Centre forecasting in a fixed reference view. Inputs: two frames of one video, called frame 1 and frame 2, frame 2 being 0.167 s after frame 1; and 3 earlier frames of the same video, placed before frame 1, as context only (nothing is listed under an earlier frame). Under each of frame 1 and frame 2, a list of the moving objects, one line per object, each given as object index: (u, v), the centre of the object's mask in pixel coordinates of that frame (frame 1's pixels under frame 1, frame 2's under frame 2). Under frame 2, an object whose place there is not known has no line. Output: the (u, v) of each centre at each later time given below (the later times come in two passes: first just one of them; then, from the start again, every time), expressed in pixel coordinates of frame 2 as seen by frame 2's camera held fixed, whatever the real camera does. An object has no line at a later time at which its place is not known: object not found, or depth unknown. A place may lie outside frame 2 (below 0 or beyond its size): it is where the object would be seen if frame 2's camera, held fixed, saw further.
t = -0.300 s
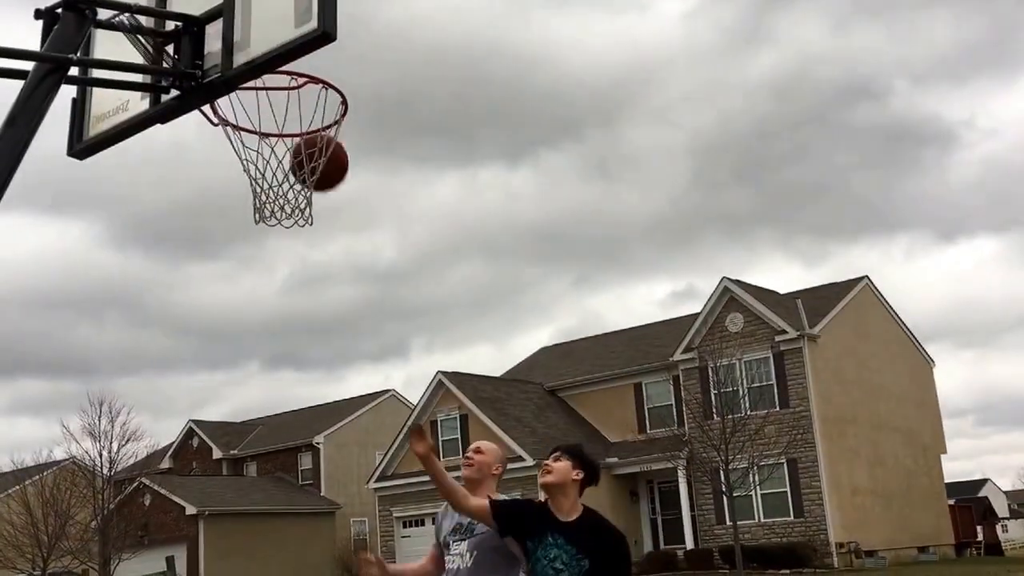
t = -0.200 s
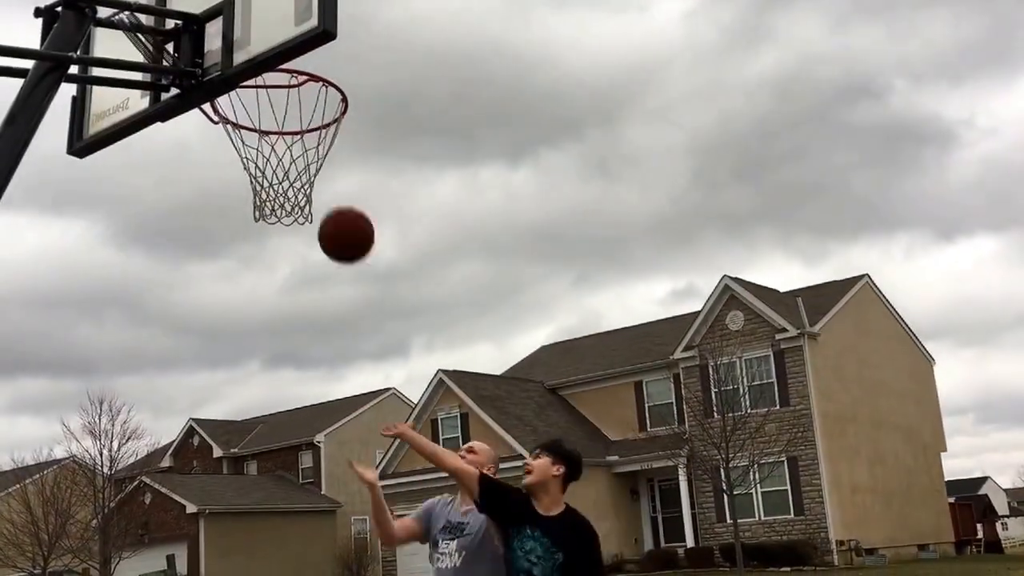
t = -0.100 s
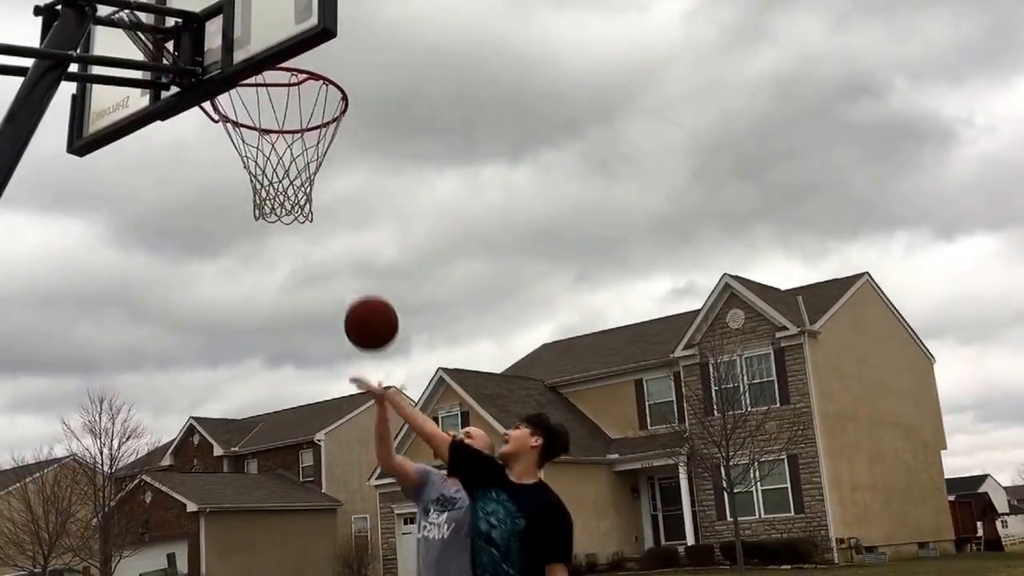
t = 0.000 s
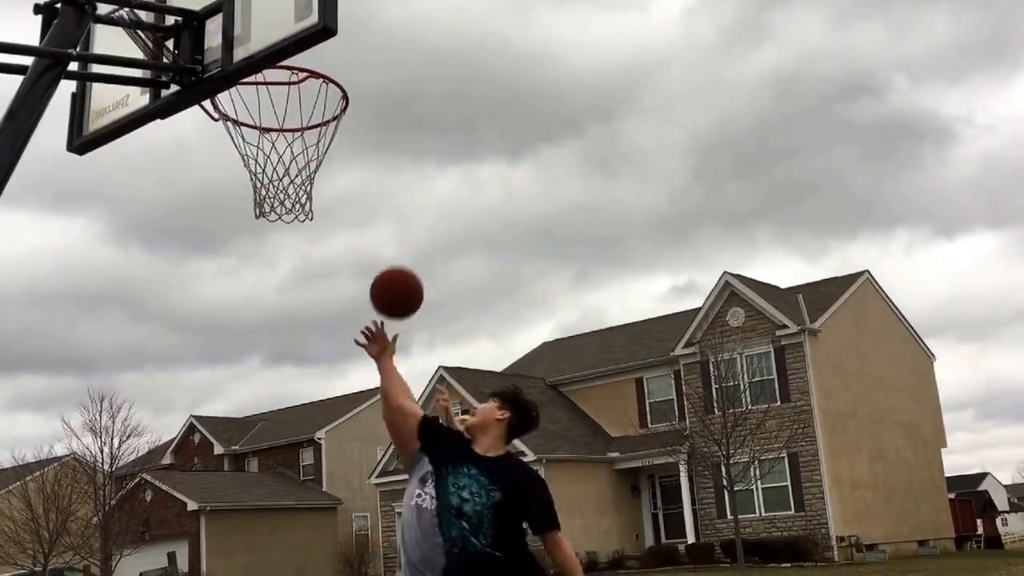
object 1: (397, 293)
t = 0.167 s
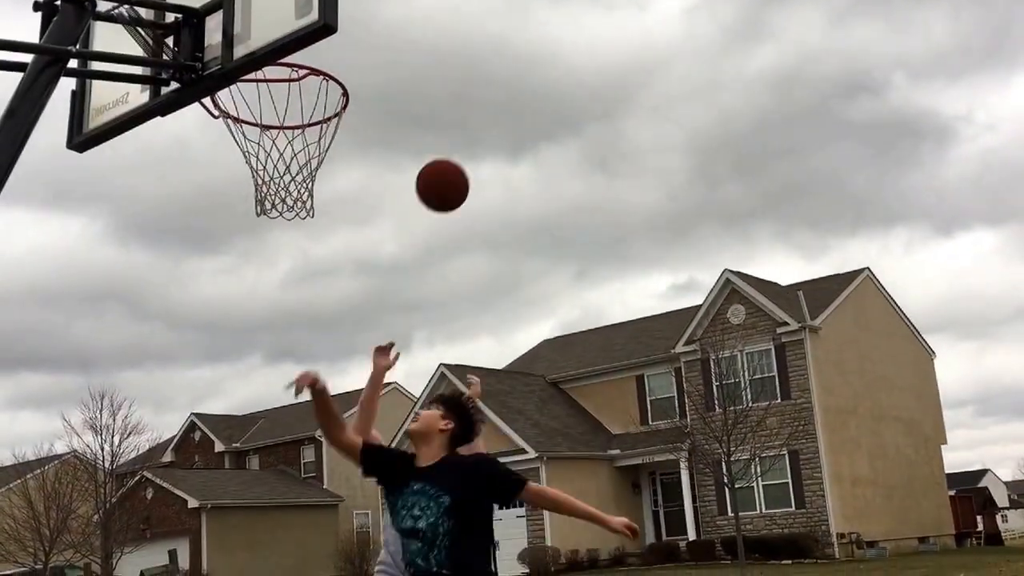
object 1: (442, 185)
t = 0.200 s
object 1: (450, 171)
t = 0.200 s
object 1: (450, 171)
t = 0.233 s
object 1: (458, 160)
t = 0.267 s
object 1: (466, 151)
